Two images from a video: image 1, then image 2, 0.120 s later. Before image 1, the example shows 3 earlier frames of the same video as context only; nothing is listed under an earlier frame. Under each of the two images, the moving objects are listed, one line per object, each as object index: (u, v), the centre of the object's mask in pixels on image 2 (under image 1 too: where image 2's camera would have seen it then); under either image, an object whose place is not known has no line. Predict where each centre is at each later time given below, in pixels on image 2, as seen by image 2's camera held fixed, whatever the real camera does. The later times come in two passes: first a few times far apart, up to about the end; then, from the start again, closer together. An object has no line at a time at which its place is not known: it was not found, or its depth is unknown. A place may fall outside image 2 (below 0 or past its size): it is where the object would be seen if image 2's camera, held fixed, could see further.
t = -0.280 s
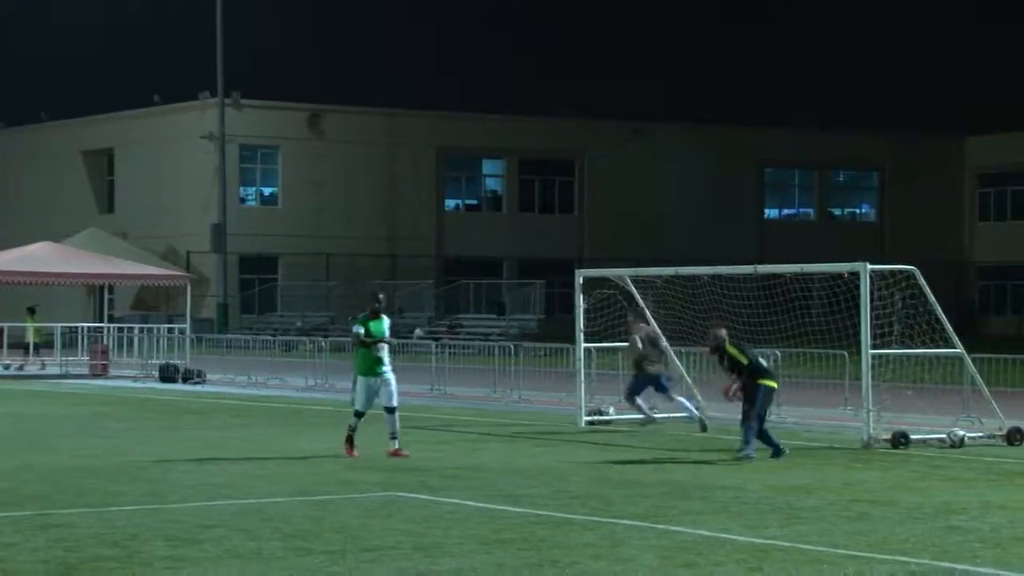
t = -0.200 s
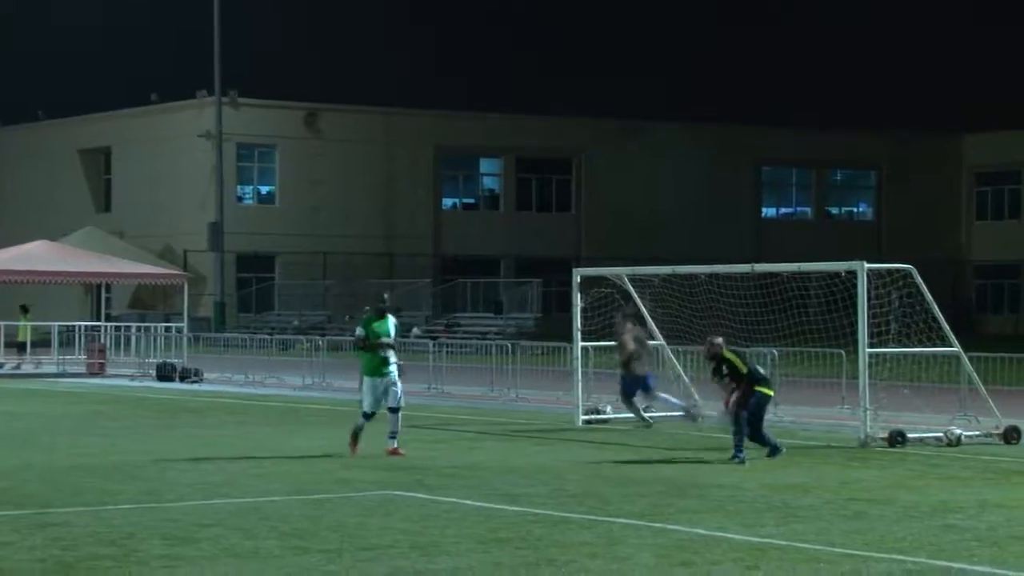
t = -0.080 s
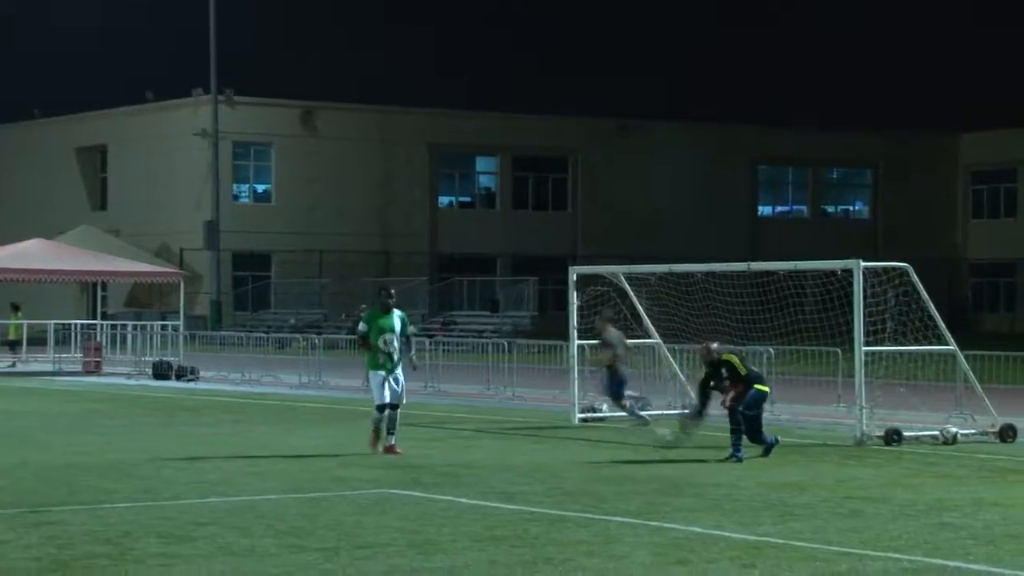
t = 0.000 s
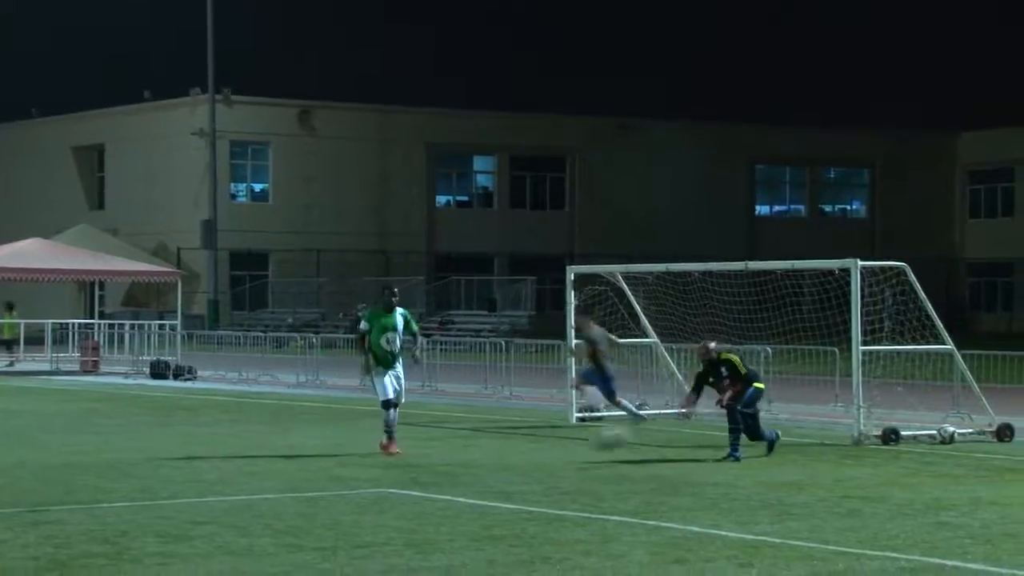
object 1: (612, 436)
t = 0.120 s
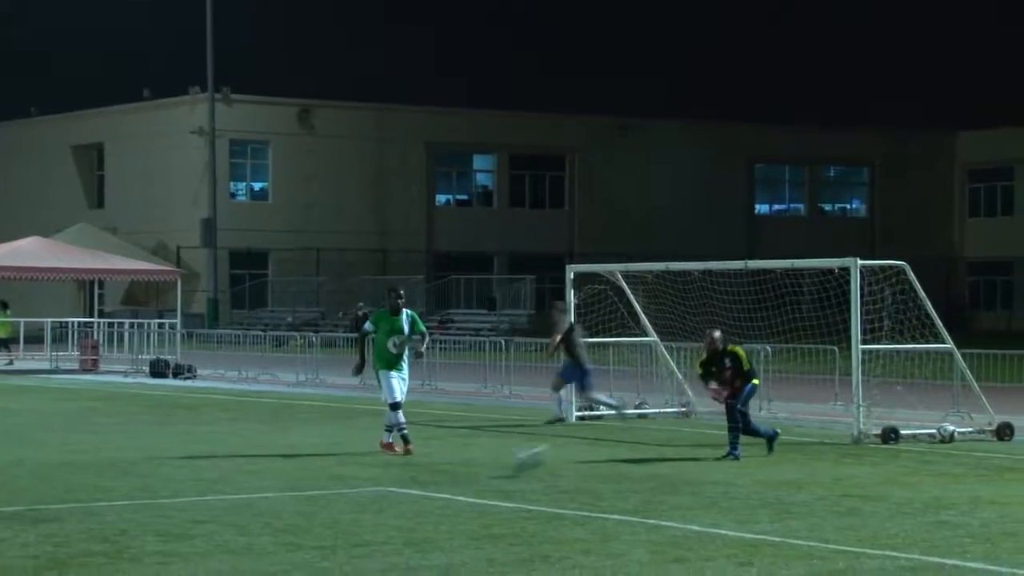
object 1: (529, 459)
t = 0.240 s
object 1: (449, 462)
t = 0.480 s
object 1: (277, 488)
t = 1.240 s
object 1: (-384, 564)
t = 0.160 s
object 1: (498, 467)
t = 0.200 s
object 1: (476, 464)
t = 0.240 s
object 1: (449, 462)
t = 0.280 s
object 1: (425, 462)
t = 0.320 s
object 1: (394, 467)
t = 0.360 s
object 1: (367, 473)
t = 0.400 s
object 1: (337, 483)
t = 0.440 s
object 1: (303, 492)
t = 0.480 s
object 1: (277, 488)
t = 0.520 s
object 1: (254, 480)
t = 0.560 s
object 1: (226, 478)
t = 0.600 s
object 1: (195, 475)
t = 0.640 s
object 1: (167, 476)
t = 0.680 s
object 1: (135, 481)
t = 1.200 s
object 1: (-340, 561)
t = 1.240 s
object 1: (-384, 564)
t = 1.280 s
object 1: (-431, 571)
